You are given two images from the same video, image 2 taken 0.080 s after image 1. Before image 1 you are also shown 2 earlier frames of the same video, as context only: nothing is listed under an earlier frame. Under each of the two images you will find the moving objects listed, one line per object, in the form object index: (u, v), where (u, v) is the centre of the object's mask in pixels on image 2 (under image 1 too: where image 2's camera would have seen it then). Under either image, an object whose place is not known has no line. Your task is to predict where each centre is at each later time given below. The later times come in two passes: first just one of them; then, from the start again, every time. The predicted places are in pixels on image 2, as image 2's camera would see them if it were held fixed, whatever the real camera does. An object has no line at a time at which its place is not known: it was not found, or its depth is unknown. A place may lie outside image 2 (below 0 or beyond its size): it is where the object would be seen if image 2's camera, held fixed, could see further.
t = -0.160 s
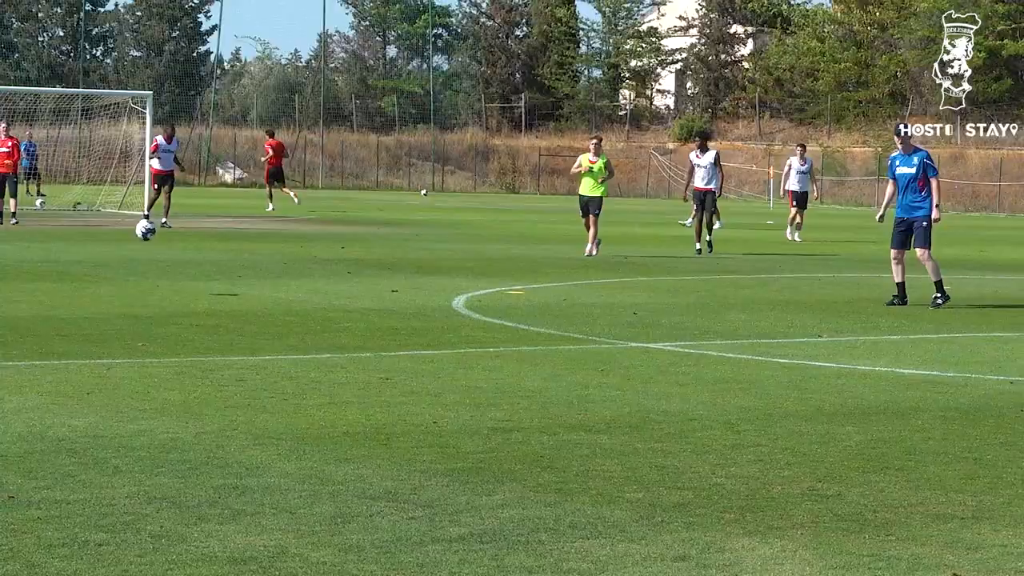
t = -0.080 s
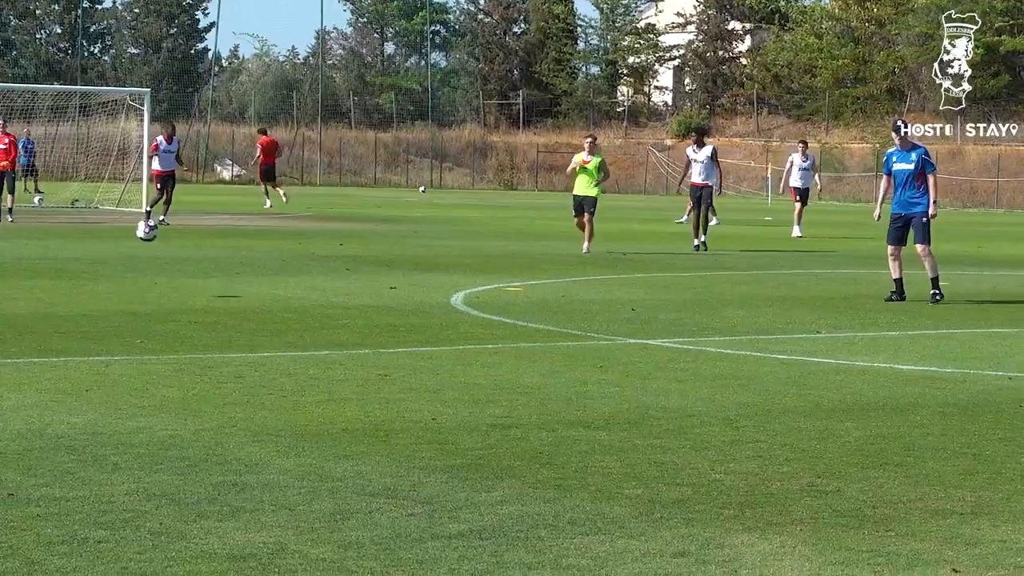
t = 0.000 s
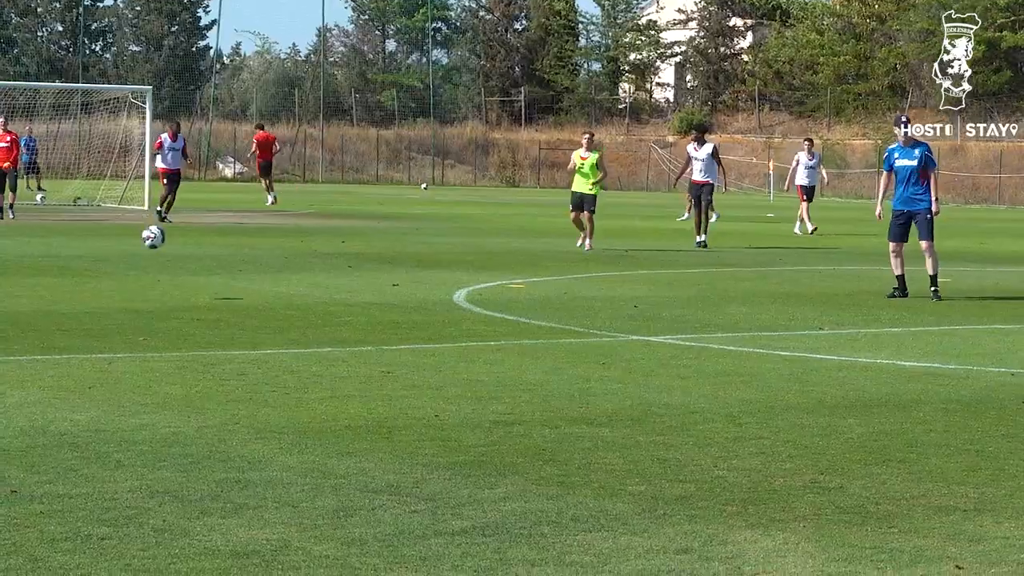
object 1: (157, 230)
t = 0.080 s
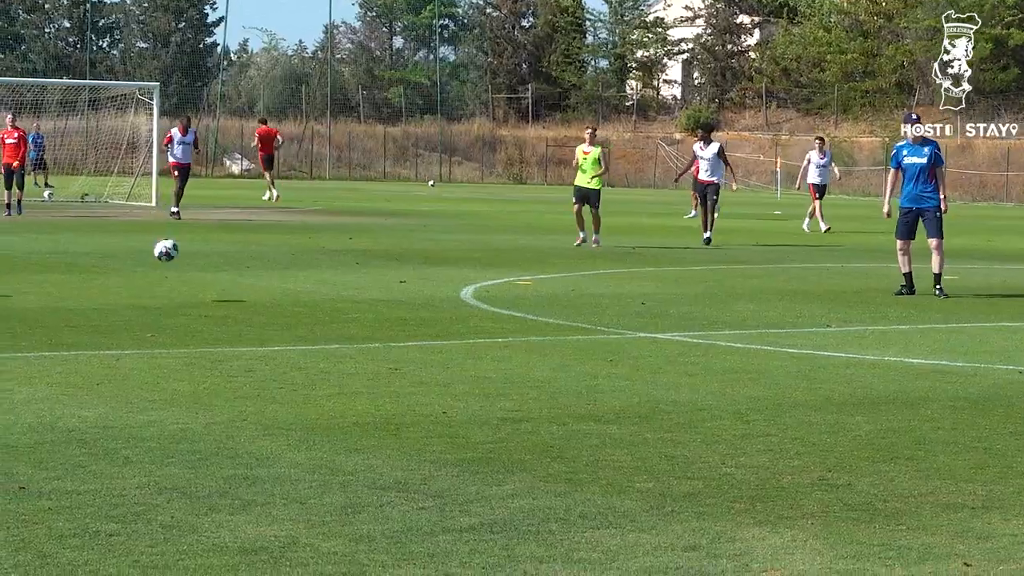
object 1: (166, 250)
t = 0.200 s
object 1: (180, 290)
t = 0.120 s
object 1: (170, 261)
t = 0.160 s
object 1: (174, 274)
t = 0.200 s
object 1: (180, 290)
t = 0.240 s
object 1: (186, 305)
